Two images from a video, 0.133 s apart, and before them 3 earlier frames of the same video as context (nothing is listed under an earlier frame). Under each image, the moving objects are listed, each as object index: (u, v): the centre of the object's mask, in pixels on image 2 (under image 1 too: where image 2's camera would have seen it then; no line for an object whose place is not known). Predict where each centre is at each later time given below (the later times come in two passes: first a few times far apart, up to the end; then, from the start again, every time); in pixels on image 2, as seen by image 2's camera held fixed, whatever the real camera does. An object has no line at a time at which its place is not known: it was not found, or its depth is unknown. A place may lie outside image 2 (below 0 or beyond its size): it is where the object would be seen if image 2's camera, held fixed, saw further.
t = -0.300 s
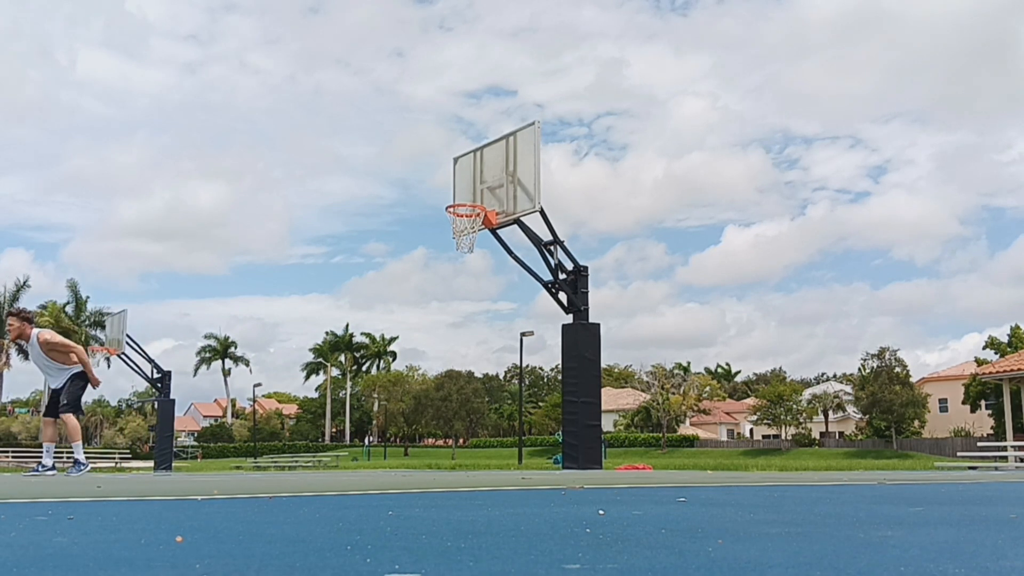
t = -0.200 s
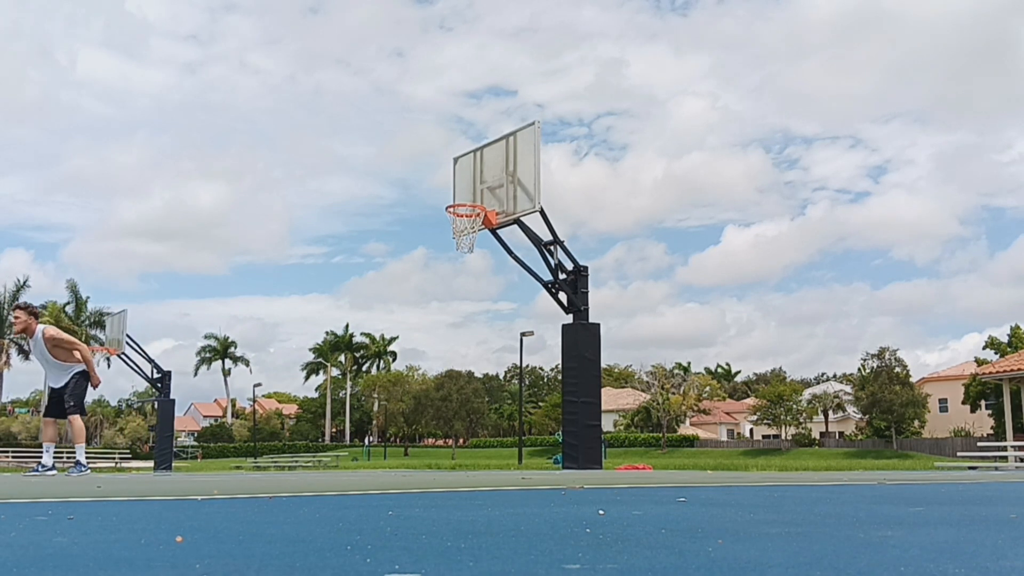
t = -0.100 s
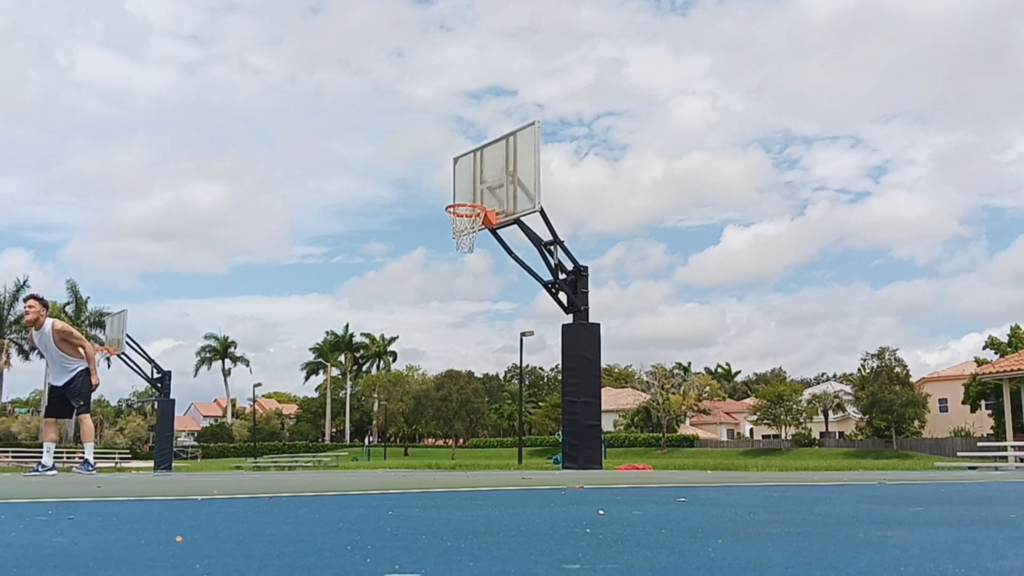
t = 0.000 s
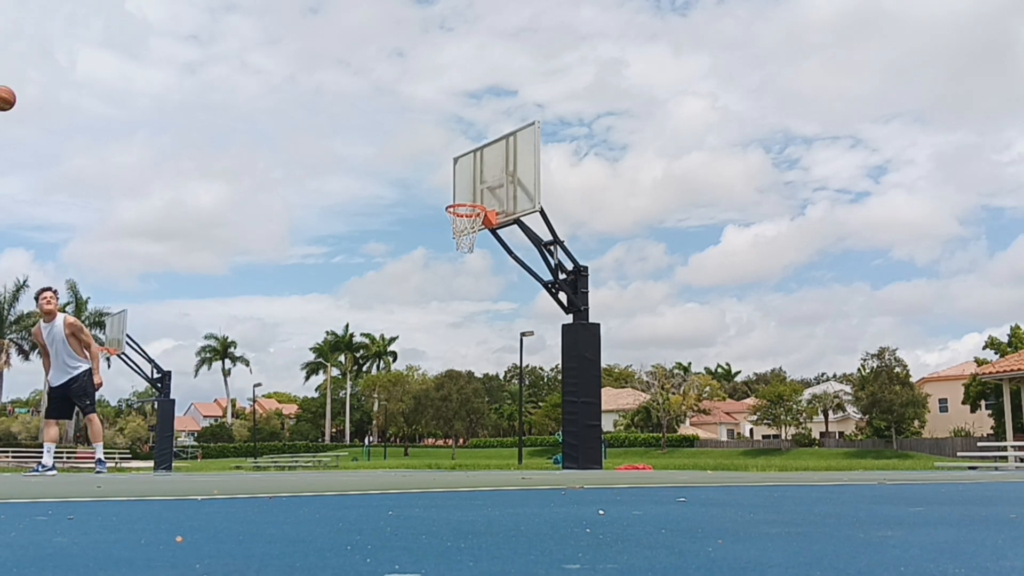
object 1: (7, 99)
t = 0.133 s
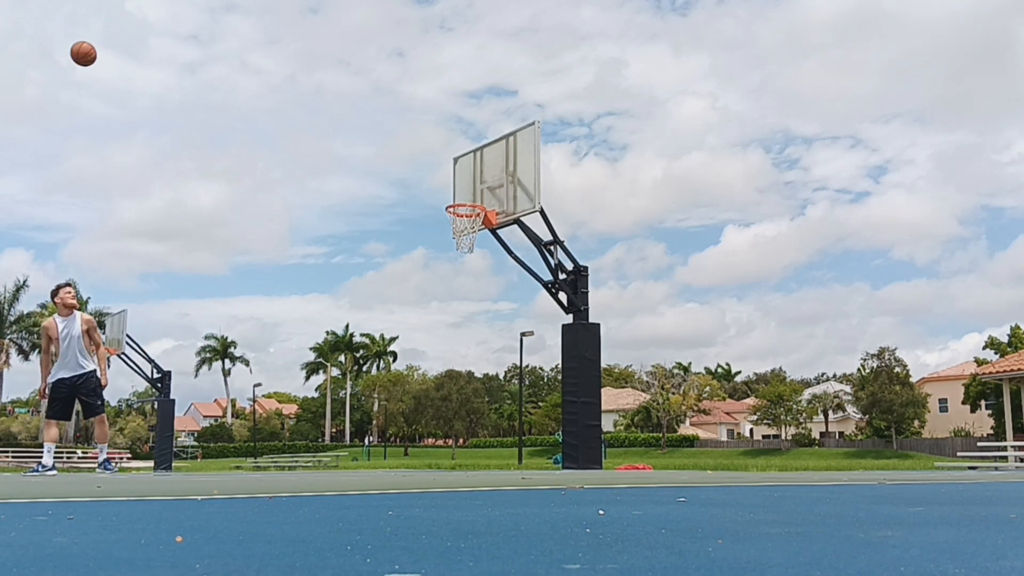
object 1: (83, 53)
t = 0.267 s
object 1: (157, 29)
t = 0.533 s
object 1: (289, 33)
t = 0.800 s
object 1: (402, 95)
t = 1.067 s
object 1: (501, 210)
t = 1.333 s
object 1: (428, 304)
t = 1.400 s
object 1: (408, 340)
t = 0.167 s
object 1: (103, 45)
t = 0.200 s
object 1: (122, 39)
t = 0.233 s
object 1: (140, 33)
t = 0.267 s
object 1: (157, 29)
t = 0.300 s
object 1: (175, 26)
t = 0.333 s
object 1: (192, 24)
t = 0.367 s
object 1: (209, 23)
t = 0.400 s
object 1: (226, 23)
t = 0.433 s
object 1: (242, 24)
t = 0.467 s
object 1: (258, 26)
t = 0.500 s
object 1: (273, 29)
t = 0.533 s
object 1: (289, 33)
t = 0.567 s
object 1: (303, 37)
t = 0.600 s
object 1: (318, 43)
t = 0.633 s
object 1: (333, 49)
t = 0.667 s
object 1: (347, 57)
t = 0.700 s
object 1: (361, 66)
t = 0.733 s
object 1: (375, 75)
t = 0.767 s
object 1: (388, 84)
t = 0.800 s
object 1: (402, 95)
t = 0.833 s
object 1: (415, 107)
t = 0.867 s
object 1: (428, 120)
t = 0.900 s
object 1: (440, 133)
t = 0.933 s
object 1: (453, 147)
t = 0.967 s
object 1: (465, 162)
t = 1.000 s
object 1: (477, 177)
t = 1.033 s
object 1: (489, 193)
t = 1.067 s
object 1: (501, 210)
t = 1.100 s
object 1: (494, 219)
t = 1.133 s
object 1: (486, 227)
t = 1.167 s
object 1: (477, 237)
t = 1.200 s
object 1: (467, 248)
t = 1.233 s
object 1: (457, 260)
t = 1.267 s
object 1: (448, 273)
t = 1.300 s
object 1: (438, 288)
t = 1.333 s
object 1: (428, 304)
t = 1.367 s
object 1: (418, 321)
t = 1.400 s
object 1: (408, 340)
